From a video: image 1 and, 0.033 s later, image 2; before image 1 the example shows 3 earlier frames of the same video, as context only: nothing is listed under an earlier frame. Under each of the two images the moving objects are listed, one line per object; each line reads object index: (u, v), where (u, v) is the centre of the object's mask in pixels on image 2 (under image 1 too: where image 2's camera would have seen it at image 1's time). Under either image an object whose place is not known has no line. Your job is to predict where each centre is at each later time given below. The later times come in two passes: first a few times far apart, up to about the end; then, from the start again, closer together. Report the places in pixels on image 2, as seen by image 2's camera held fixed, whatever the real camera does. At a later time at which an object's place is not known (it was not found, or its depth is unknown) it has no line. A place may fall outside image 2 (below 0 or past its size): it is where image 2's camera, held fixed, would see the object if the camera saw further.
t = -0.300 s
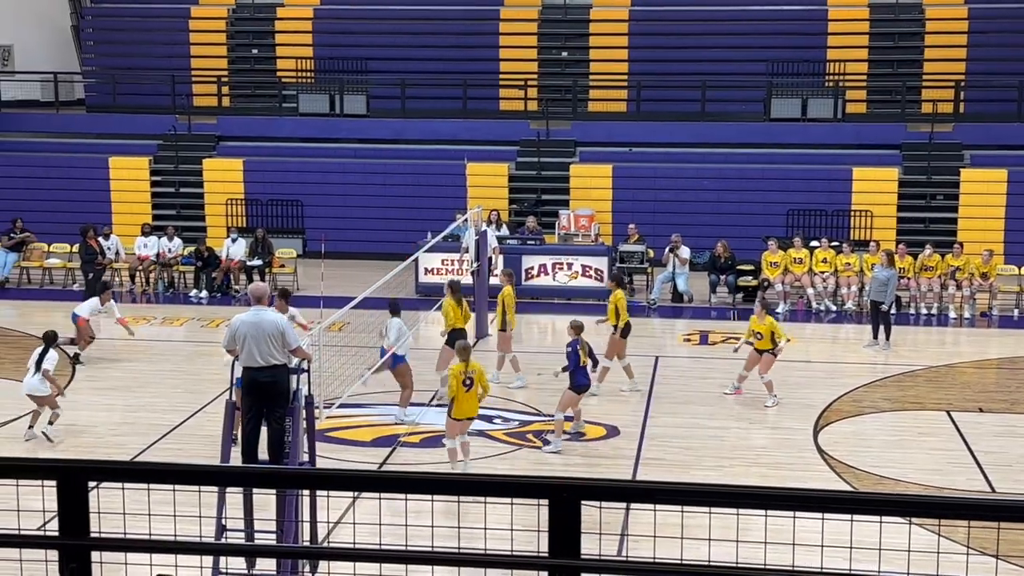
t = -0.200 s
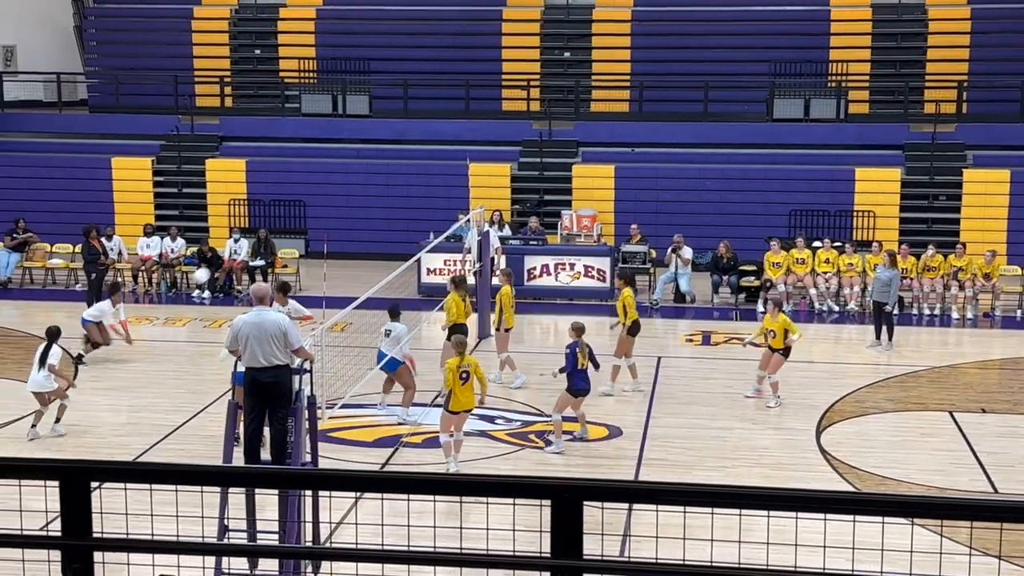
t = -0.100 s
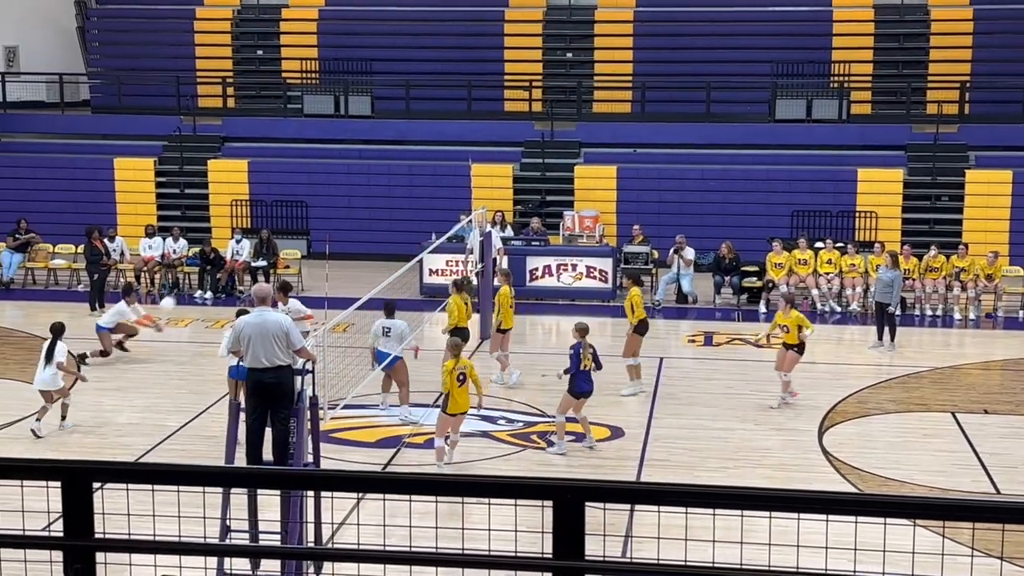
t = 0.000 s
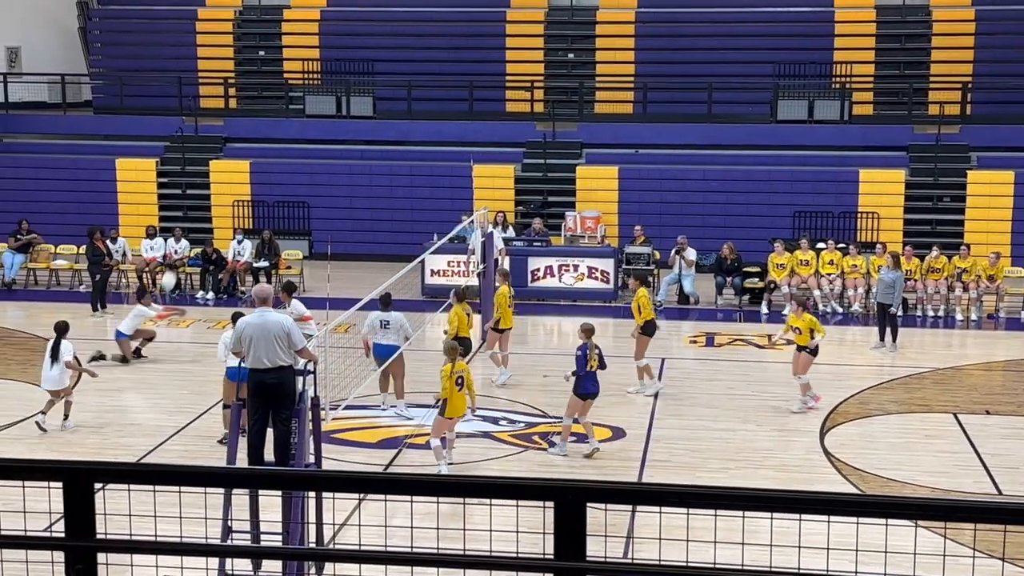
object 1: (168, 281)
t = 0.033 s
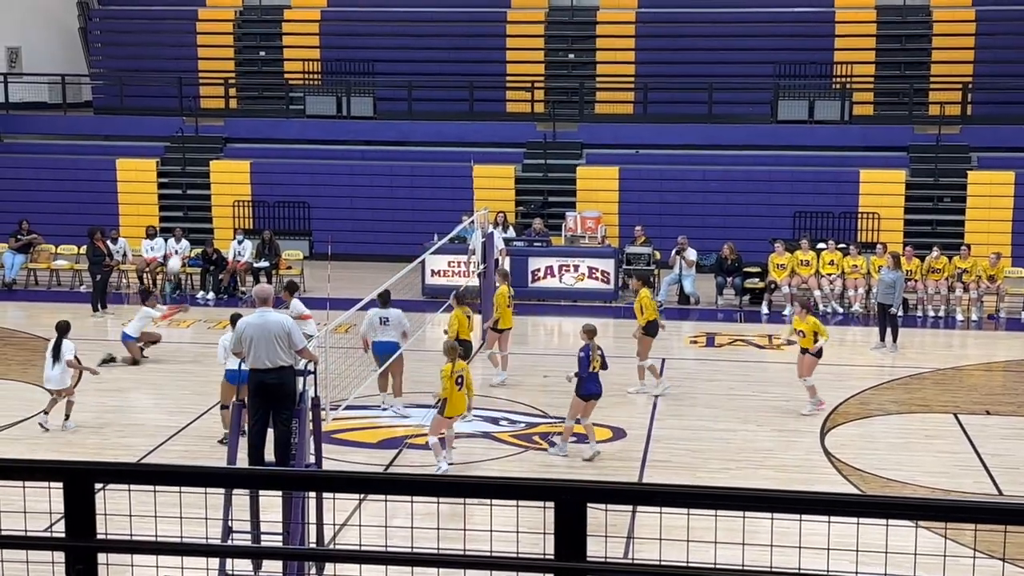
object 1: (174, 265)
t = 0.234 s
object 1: (204, 180)
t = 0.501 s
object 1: (243, 109)
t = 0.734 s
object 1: (275, 85)
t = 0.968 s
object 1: (306, 93)
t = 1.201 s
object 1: (336, 135)
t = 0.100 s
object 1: (185, 232)
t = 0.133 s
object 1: (190, 219)
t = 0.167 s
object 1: (195, 205)
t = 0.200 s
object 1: (200, 192)
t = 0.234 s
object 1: (204, 180)
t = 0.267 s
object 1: (209, 168)
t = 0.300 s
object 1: (214, 157)
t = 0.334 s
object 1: (220, 148)
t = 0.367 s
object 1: (224, 139)
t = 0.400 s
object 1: (229, 130)
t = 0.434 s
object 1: (233, 123)
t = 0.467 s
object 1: (238, 116)
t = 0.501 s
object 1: (243, 109)
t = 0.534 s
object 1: (248, 104)
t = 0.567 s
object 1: (252, 99)
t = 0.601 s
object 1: (257, 95)
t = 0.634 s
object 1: (261, 91)
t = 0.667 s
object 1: (266, 88)
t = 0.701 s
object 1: (270, 86)
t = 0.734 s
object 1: (275, 85)
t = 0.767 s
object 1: (279, 84)
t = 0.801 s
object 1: (284, 84)
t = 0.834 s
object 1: (288, 85)
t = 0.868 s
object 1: (292, 86)
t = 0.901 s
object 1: (297, 88)
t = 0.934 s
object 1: (301, 90)
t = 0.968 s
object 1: (306, 93)
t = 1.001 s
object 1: (310, 97)
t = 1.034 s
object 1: (314, 102)
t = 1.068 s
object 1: (319, 108)
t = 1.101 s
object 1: (323, 113)
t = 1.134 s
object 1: (328, 120)
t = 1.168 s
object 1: (332, 127)
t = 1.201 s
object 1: (336, 135)
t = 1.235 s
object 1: (341, 142)
